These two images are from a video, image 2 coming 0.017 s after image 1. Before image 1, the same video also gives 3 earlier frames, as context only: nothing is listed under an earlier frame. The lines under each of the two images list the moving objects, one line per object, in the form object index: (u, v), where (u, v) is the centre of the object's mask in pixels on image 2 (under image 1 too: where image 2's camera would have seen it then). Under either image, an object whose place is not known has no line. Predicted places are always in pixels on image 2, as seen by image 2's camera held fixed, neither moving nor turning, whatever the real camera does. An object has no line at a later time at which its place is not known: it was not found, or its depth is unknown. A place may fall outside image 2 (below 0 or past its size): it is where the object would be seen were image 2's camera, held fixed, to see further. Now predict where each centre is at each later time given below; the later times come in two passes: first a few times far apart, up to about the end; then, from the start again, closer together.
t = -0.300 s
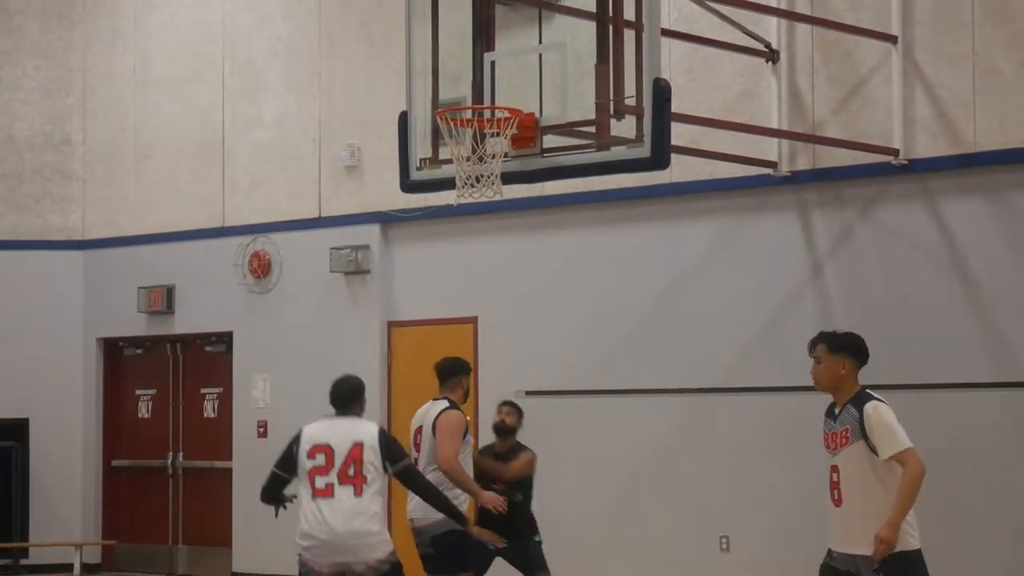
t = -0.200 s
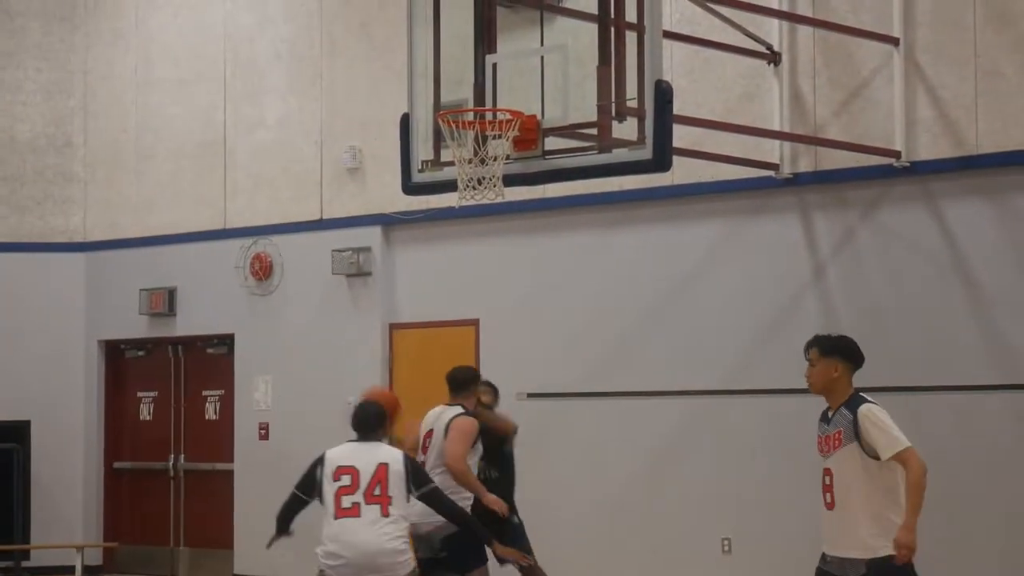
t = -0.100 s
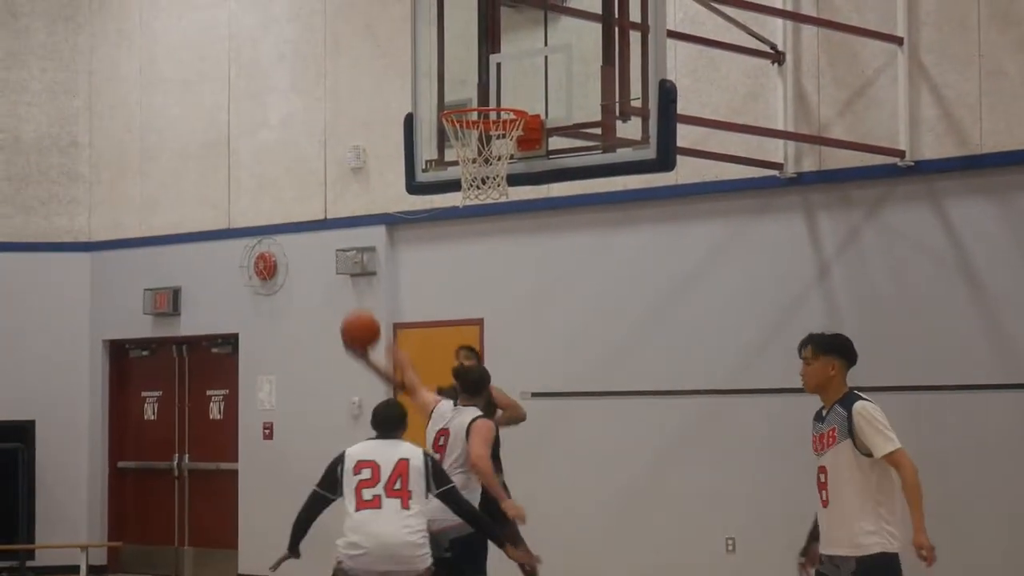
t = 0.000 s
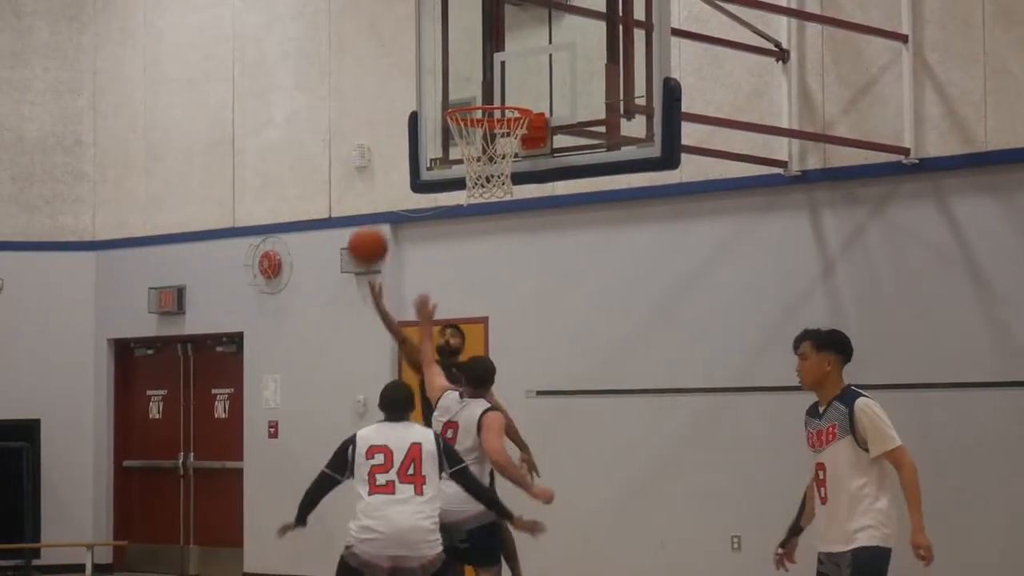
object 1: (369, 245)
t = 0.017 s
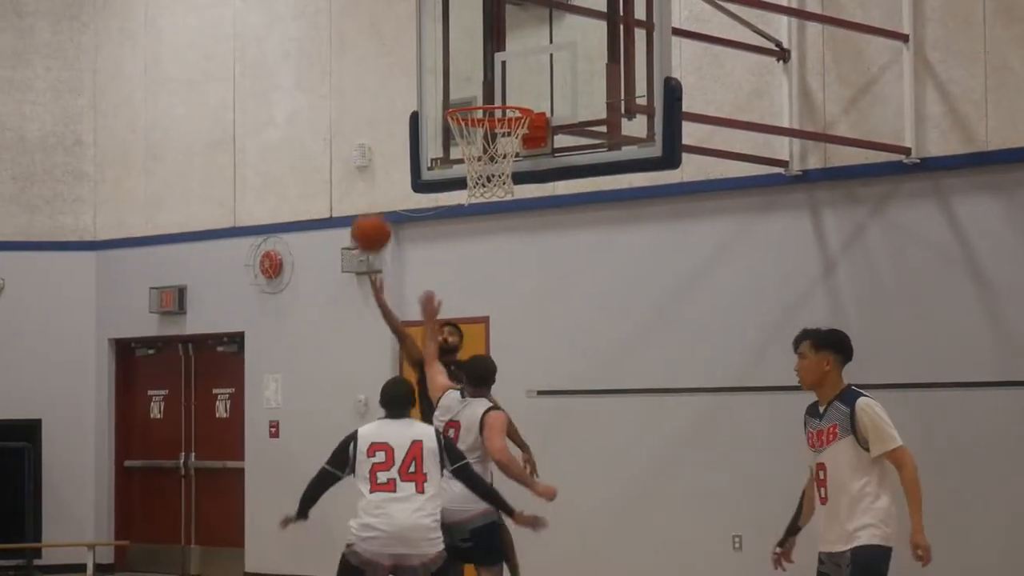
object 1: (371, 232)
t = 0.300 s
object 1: (402, 66)
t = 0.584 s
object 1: (438, 29)
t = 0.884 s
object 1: (474, 77)
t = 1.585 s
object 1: (489, 287)
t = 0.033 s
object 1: (373, 218)
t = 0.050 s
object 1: (374, 207)
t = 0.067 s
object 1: (376, 193)
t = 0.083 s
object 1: (378, 181)
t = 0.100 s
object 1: (380, 170)
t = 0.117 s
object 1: (382, 159)
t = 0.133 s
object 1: (384, 148)
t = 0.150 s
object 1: (385, 138)
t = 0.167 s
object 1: (387, 128)
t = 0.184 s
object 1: (389, 119)
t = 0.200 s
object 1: (390, 110)
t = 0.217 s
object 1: (392, 101)
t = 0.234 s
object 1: (394, 94)
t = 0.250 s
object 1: (396, 86)
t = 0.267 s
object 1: (398, 79)
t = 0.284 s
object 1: (400, 72)
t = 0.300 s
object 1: (402, 66)
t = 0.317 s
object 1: (404, 61)
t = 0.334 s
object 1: (406, 55)
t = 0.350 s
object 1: (408, 51)
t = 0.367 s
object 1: (410, 46)
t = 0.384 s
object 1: (412, 42)
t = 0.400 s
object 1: (414, 39)
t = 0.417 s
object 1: (416, 35)
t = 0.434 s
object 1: (418, 33)
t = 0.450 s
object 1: (421, 31)
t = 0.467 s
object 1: (424, 29)
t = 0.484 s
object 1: (425, 28)
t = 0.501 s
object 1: (427, 27)
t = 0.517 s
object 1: (429, 26)
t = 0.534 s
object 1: (431, 27)
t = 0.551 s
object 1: (434, 27)
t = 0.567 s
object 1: (436, 28)
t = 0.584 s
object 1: (438, 29)
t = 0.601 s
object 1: (440, 31)
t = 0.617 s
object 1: (442, 34)
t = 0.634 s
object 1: (444, 37)
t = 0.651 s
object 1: (447, 40)
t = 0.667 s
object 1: (449, 44)
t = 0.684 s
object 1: (451, 49)
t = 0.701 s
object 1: (453, 55)
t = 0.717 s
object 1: (456, 61)
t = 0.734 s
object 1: (458, 67)
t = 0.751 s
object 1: (460, 73)
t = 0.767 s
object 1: (463, 80)
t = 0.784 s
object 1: (464, 88)
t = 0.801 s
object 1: (467, 90)
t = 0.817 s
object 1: (468, 87)
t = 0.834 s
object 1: (470, 84)
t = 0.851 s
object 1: (470, 81)
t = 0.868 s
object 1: (472, 78)
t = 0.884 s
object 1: (474, 77)
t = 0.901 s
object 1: (476, 76)
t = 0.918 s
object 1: (477, 75)
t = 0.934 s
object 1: (479, 74)
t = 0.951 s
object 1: (481, 74)
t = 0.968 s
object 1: (482, 74)
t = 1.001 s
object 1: (486, 76)
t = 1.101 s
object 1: (496, 92)
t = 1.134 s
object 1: (500, 96)
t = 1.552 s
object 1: (490, 265)
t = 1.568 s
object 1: (490, 276)
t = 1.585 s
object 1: (489, 287)
